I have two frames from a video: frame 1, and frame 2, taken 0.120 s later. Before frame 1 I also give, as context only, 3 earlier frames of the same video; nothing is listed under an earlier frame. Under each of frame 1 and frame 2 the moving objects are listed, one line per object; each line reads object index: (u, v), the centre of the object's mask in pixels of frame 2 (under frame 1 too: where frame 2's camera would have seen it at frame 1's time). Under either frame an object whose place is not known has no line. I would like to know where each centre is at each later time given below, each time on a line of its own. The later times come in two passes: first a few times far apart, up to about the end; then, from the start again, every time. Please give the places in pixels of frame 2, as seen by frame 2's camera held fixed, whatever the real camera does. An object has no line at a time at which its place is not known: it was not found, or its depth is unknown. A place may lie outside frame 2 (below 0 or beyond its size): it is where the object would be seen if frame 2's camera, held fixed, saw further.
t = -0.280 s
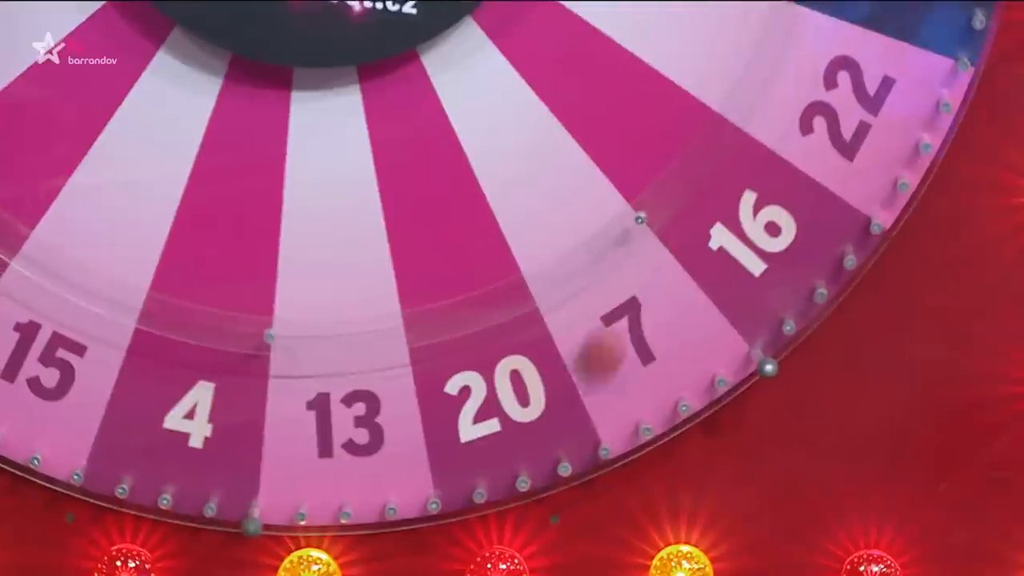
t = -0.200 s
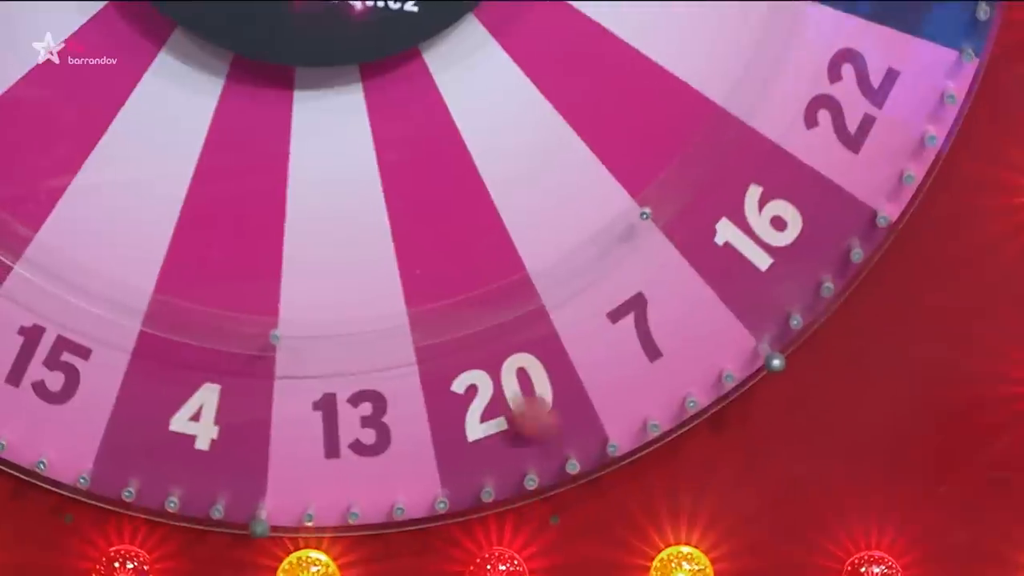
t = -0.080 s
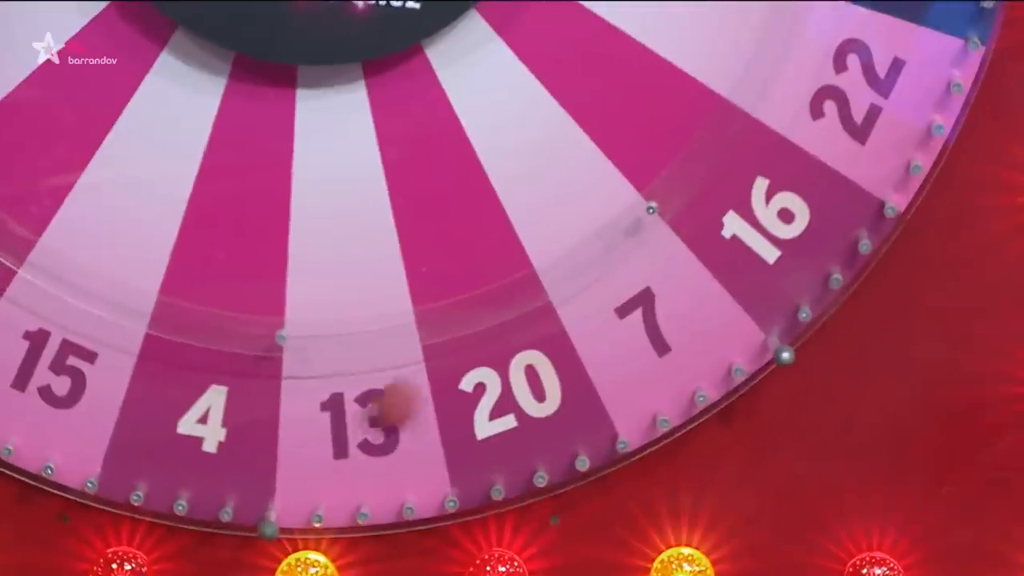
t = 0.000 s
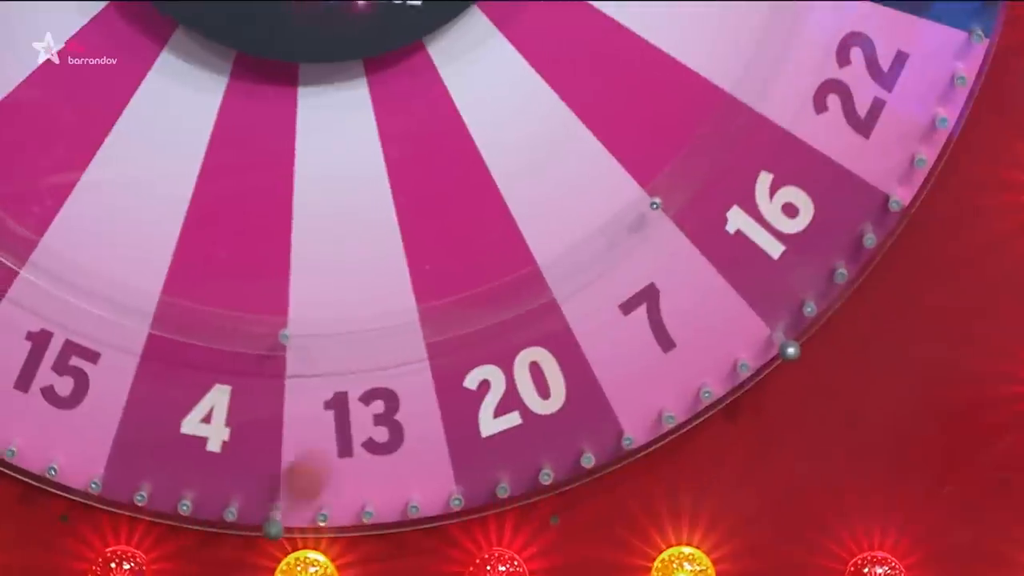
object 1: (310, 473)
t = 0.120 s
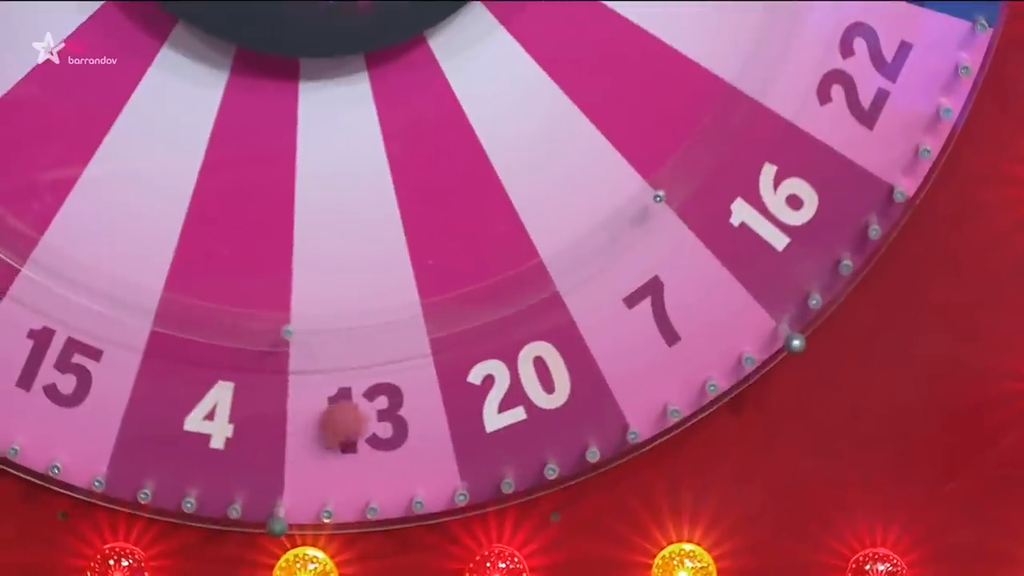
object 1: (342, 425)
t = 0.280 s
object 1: (387, 473)
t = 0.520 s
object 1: (393, 488)
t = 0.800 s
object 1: (393, 489)
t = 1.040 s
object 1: (393, 489)
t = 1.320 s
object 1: (393, 489)
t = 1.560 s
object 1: (393, 490)
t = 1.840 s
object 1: (393, 490)
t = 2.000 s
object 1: (393, 490)
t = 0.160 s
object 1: (360, 428)
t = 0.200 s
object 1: (378, 452)
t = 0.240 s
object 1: (393, 488)
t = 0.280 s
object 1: (387, 473)
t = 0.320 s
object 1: (386, 468)
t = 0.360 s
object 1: (385, 478)
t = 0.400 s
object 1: (388, 483)
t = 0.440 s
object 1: (395, 485)
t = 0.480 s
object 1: (390, 487)
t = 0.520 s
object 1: (393, 488)
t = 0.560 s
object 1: (392, 488)
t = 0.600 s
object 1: (392, 489)
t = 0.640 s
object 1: (393, 489)
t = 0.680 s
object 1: (393, 489)
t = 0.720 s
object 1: (393, 489)
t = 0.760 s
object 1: (393, 489)
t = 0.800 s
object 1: (393, 489)
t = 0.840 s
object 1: (393, 489)
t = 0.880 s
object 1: (393, 488)
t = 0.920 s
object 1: (393, 489)
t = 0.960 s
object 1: (393, 489)
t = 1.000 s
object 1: (393, 489)
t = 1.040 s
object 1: (393, 489)
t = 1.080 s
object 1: (393, 489)
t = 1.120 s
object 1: (393, 490)
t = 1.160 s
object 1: (393, 490)
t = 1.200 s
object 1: (393, 489)
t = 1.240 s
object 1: (393, 490)
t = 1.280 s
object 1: (393, 490)
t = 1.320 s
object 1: (393, 489)
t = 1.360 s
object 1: (393, 490)
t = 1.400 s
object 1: (393, 490)
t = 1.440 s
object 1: (393, 490)
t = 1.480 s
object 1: (393, 490)
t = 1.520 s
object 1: (393, 490)
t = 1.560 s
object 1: (393, 490)
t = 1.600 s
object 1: (393, 490)
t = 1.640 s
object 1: (393, 490)
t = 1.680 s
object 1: (393, 490)
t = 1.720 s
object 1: (393, 490)
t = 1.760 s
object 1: (393, 490)
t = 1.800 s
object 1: (393, 490)
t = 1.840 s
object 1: (393, 490)
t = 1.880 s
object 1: (393, 490)
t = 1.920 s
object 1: (393, 490)
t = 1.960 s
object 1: (393, 490)
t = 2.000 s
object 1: (393, 490)
